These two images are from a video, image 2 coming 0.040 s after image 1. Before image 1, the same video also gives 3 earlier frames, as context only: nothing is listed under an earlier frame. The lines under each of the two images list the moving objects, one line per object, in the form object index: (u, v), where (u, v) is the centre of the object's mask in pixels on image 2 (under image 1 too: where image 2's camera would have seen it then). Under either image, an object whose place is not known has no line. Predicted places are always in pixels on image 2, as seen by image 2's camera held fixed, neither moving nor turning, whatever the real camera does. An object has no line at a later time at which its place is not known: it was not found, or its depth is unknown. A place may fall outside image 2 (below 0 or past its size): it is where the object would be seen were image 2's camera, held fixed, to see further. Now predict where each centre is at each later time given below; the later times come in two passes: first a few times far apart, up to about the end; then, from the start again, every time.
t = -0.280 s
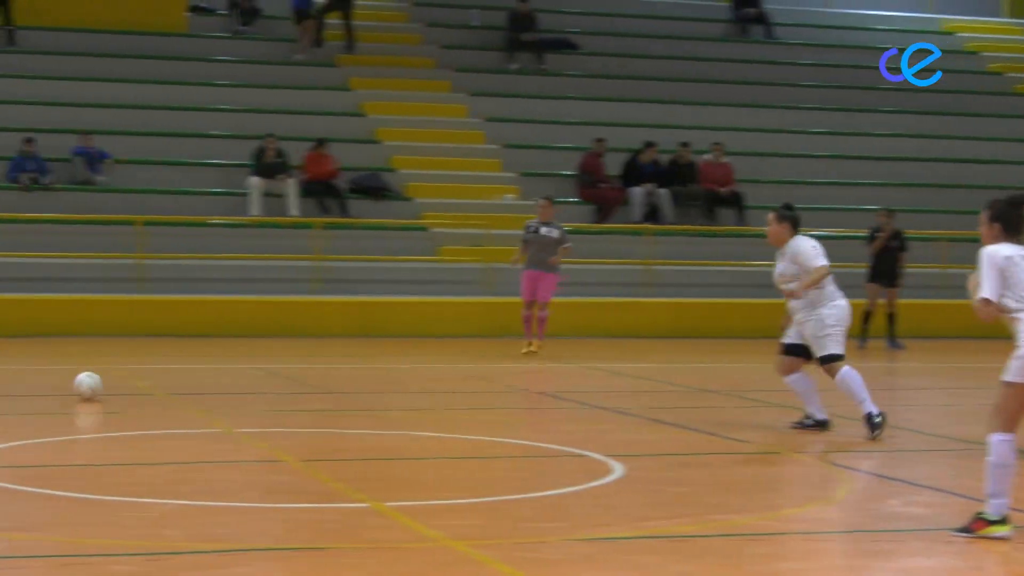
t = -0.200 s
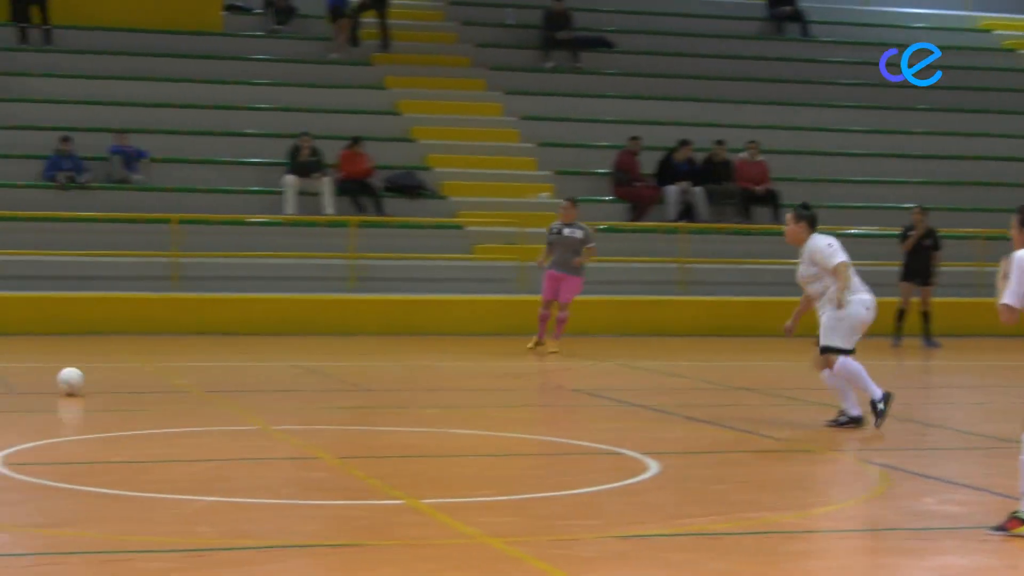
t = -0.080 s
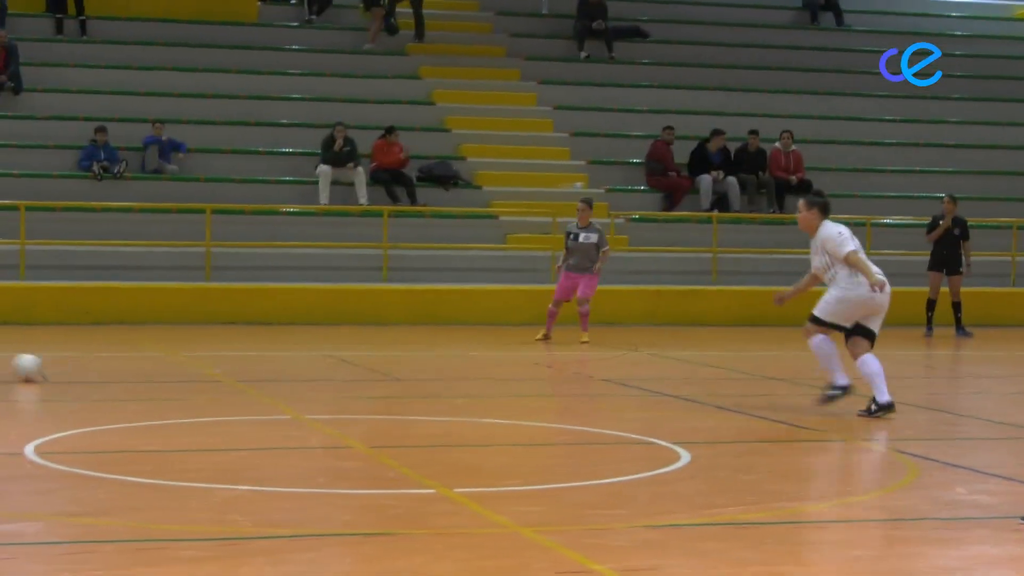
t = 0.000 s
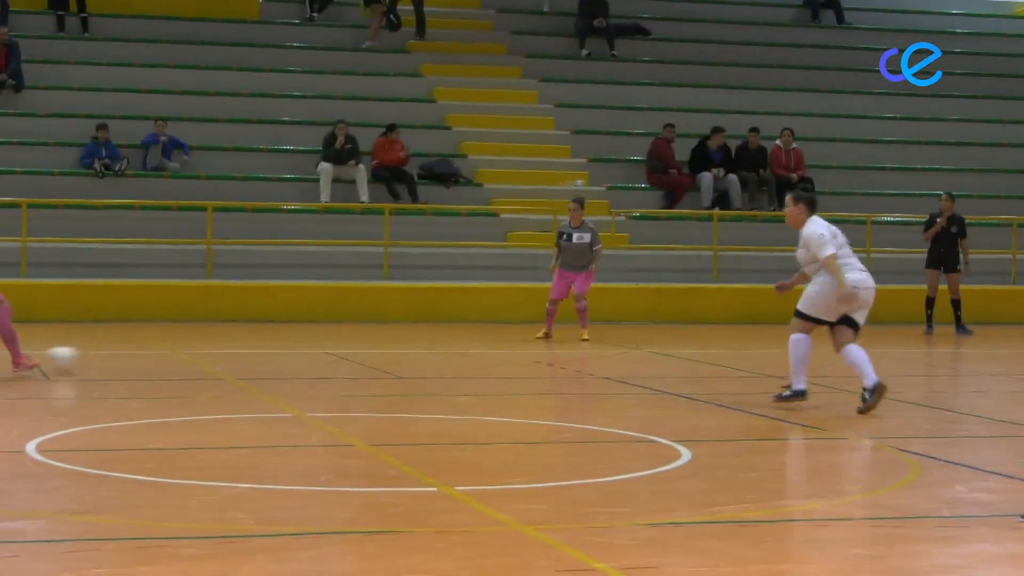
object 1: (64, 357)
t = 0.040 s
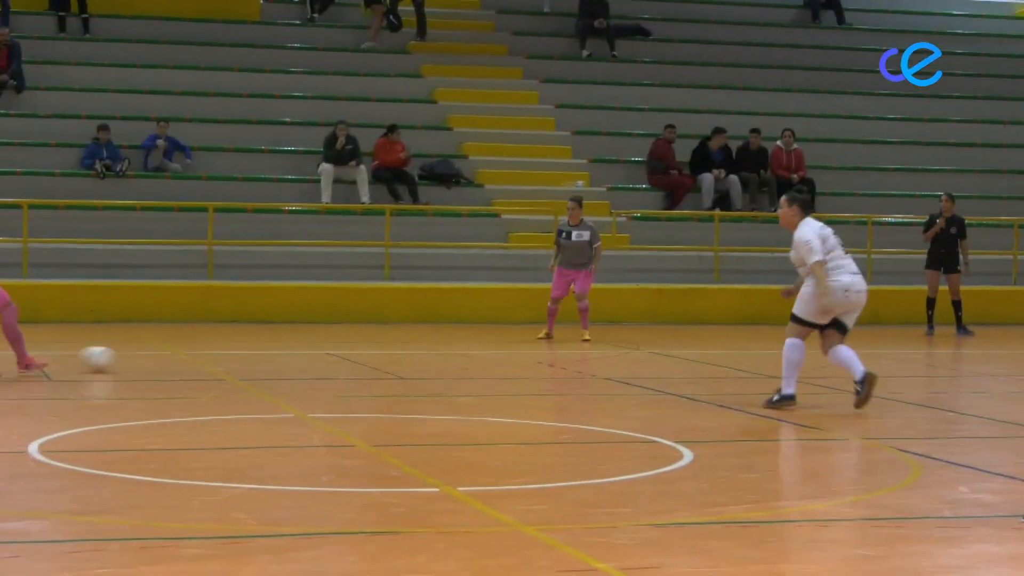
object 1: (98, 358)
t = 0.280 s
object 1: (252, 346)
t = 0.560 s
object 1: (372, 338)
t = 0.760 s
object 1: (427, 333)
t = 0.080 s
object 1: (126, 354)
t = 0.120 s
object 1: (156, 354)
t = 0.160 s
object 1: (183, 353)
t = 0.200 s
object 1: (208, 350)
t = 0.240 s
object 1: (231, 348)
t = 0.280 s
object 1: (252, 346)
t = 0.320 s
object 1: (273, 345)
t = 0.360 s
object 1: (292, 344)
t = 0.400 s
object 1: (311, 343)
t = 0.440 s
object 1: (327, 342)
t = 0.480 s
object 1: (343, 341)
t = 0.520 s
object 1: (358, 339)
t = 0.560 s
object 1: (372, 338)
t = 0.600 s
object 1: (385, 337)
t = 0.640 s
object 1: (396, 336)
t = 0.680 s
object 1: (408, 334)
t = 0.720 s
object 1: (417, 334)
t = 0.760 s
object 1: (427, 333)
